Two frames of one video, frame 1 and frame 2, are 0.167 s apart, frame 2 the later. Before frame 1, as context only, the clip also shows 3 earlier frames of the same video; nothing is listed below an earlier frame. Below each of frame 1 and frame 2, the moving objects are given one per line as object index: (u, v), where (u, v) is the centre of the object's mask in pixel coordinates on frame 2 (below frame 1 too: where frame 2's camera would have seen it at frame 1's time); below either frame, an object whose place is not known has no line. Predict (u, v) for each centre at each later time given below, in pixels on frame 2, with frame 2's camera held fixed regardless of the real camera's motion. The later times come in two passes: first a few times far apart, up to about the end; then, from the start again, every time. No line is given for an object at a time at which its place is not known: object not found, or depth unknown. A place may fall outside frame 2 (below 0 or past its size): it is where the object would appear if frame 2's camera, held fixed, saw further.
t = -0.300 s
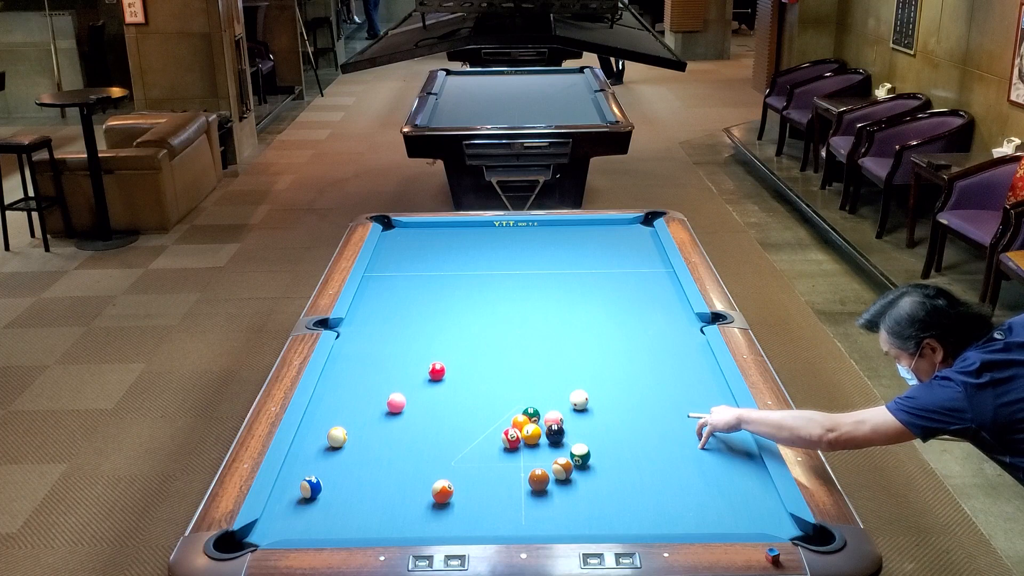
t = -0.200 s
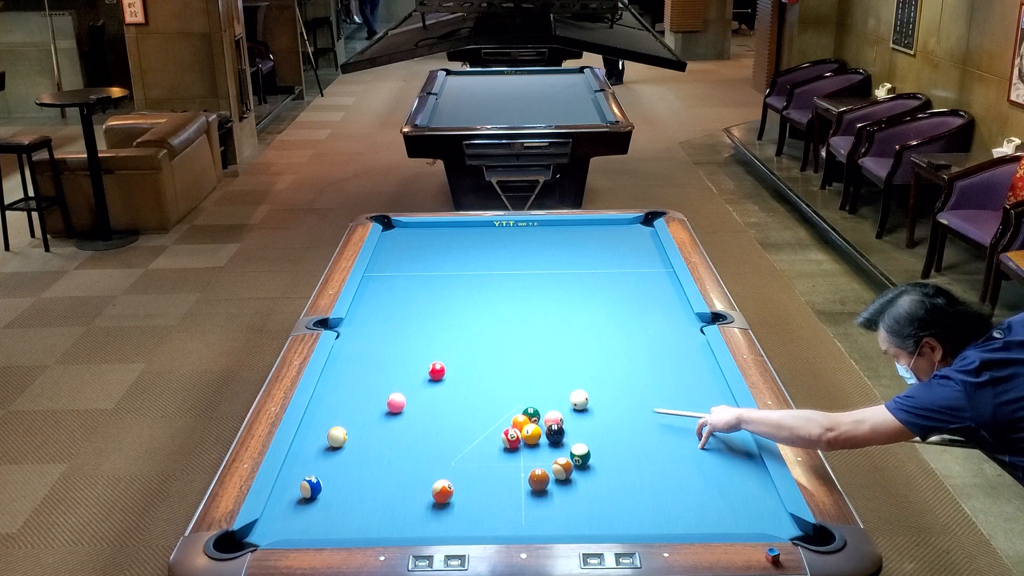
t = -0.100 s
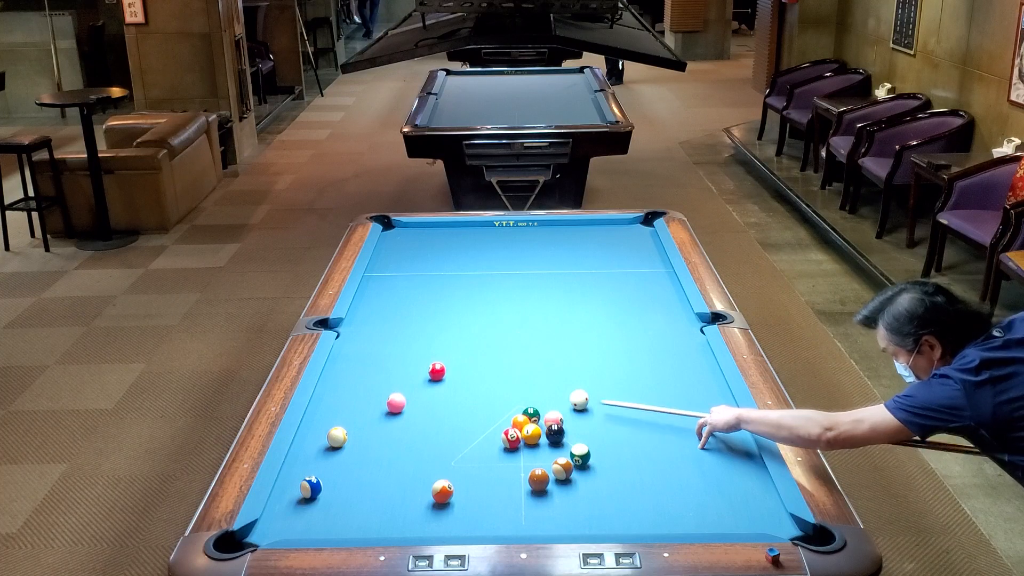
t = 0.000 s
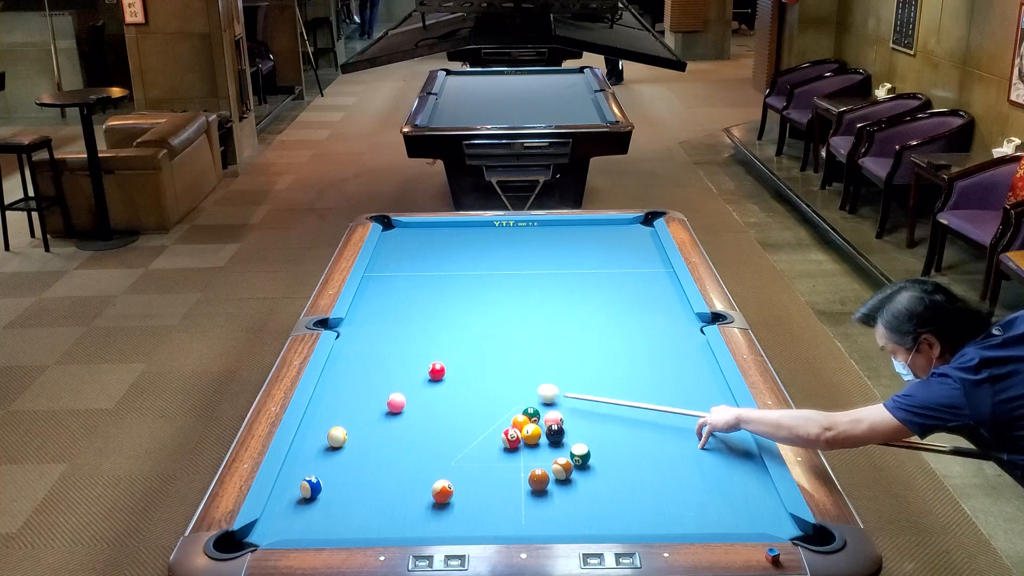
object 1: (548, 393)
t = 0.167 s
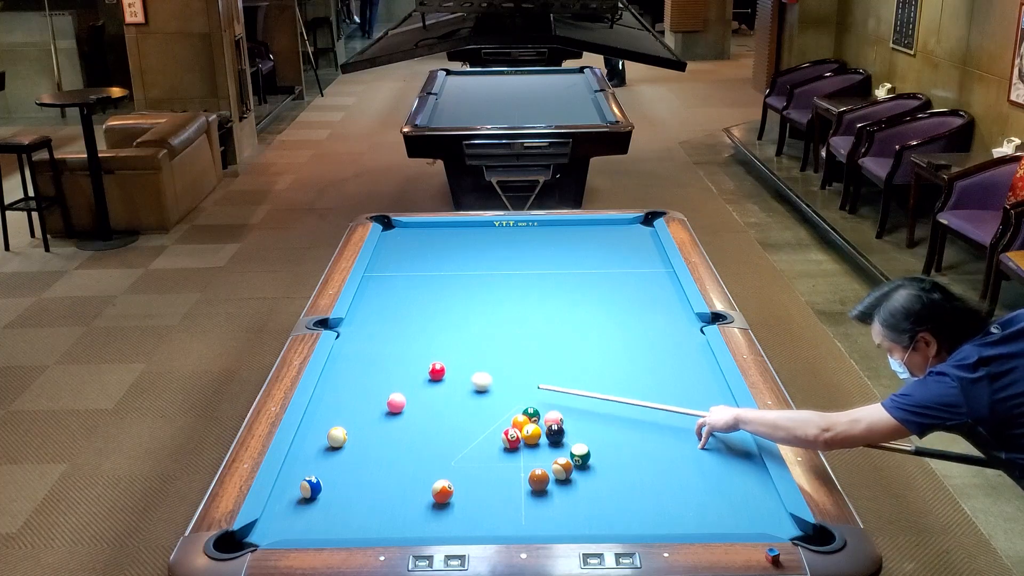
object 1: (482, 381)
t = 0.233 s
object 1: (457, 377)
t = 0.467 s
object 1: (417, 382)
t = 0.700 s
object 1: (376, 387)
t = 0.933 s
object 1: (336, 392)
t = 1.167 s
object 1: (332, 398)
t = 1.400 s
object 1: (347, 404)
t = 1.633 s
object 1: (362, 411)
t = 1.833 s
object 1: (374, 416)
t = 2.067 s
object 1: (388, 422)
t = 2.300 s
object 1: (401, 427)
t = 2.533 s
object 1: (413, 433)
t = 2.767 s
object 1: (424, 438)
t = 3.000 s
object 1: (435, 442)
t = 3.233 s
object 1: (445, 446)
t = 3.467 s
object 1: (454, 450)
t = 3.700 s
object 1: (462, 453)
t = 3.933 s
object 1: (469, 456)
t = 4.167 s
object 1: (476, 458)
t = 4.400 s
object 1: (481, 460)
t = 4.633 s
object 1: (485, 462)
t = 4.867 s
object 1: (487, 463)
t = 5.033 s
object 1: (488, 464)
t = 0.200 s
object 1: (469, 379)
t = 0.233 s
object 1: (457, 377)
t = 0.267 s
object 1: (447, 376)
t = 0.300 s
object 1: (443, 378)
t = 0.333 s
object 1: (439, 379)
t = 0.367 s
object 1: (434, 380)
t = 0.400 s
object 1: (428, 381)
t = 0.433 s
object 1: (422, 381)
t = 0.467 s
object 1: (417, 382)
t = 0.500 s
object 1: (411, 383)
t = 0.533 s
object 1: (405, 383)
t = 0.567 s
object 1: (399, 384)
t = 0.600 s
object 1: (393, 385)
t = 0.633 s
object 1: (388, 385)
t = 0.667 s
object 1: (382, 386)
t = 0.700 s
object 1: (376, 387)
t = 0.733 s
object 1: (370, 387)
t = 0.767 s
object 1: (365, 388)
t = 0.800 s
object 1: (359, 389)
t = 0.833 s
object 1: (353, 390)
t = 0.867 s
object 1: (347, 390)
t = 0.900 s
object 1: (342, 391)
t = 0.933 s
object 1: (336, 392)
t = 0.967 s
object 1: (330, 392)
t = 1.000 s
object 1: (325, 393)
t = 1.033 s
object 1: (322, 394)
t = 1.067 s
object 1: (325, 395)
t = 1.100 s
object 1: (328, 396)
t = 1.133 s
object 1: (330, 397)
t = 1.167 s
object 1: (332, 398)
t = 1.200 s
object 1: (334, 399)
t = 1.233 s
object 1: (337, 400)
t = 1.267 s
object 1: (339, 401)
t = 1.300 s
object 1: (341, 402)
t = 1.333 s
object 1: (343, 403)
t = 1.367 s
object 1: (345, 403)
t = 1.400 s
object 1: (347, 404)
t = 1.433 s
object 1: (349, 405)
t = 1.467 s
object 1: (352, 406)
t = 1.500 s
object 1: (354, 407)
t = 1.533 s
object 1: (356, 408)
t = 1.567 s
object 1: (358, 409)
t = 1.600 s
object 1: (360, 410)
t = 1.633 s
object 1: (362, 411)
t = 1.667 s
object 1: (364, 412)
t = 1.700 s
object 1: (366, 413)
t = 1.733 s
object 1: (368, 413)
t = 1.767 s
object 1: (370, 414)
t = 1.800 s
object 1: (372, 415)
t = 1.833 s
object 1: (374, 416)
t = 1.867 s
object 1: (376, 417)
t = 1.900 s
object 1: (378, 418)
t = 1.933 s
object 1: (380, 419)
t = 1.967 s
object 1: (382, 420)
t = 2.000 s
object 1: (384, 420)
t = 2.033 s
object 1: (386, 421)
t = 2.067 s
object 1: (388, 422)
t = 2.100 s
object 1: (389, 423)
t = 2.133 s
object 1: (391, 424)
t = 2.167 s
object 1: (393, 425)
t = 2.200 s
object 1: (395, 425)
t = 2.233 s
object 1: (397, 426)
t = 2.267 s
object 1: (399, 427)
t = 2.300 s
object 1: (401, 427)
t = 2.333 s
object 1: (402, 428)
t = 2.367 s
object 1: (404, 429)
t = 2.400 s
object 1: (406, 430)
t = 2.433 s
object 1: (407, 431)
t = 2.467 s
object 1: (409, 431)
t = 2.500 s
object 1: (411, 432)
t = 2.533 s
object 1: (413, 433)
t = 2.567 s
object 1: (414, 434)
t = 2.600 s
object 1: (416, 434)
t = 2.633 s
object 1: (418, 435)
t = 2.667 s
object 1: (419, 436)
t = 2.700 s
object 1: (421, 436)
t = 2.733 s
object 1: (422, 437)
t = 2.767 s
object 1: (424, 438)
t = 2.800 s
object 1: (426, 438)
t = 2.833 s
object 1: (427, 439)
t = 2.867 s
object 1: (429, 440)
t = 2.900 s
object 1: (430, 440)
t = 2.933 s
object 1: (432, 441)
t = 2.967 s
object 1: (433, 441)
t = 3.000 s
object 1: (435, 442)
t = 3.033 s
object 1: (436, 443)
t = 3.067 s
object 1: (438, 443)
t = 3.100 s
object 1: (439, 444)
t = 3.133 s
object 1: (441, 444)
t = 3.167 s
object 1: (442, 445)
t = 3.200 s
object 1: (443, 446)
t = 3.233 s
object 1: (445, 446)
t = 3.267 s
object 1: (446, 447)
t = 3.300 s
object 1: (447, 447)
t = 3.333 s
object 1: (449, 448)
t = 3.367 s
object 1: (450, 448)
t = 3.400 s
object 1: (451, 449)
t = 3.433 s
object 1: (453, 449)
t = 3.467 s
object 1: (454, 450)
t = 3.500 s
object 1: (455, 450)
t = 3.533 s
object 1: (456, 451)
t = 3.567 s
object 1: (458, 451)
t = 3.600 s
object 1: (459, 451)
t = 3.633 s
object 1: (460, 452)
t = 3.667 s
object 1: (461, 452)
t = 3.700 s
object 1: (462, 453)
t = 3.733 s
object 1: (463, 453)
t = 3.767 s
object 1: (464, 454)
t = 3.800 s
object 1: (465, 454)
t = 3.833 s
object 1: (466, 455)
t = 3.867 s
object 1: (467, 455)
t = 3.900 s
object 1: (468, 455)
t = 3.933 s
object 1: (469, 456)
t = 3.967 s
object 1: (470, 456)
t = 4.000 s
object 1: (471, 456)
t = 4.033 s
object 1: (472, 457)
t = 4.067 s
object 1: (473, 457)
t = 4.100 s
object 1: (474, 458)
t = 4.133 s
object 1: (475, 458)
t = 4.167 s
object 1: (476, 458)
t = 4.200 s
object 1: (476, 458)
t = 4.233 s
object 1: (477, 459)
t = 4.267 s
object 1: (478, 459)
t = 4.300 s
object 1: (479, 459)
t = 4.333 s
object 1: (480, 460)
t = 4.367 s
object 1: (480, 460)
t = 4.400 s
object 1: (481, 460)
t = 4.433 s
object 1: (481, 461)
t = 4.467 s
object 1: (482, 461)
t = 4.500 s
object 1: (483, 461)
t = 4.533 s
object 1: (483, 461)
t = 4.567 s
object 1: (484, 461)
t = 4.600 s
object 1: (484, 461)
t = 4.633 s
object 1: (485, 462)
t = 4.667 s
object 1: (485, 462)
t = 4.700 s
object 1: (486, 462)
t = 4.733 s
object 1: (486, 462)
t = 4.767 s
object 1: (487, 463)
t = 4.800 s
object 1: (487, 463)
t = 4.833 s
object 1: (487, 463)
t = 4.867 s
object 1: (487, 463)
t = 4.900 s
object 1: (488, 463)
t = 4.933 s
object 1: (488, 463)
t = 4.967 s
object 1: (488, 463)
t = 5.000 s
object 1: (488, 463)
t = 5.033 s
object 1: (488, 464)
